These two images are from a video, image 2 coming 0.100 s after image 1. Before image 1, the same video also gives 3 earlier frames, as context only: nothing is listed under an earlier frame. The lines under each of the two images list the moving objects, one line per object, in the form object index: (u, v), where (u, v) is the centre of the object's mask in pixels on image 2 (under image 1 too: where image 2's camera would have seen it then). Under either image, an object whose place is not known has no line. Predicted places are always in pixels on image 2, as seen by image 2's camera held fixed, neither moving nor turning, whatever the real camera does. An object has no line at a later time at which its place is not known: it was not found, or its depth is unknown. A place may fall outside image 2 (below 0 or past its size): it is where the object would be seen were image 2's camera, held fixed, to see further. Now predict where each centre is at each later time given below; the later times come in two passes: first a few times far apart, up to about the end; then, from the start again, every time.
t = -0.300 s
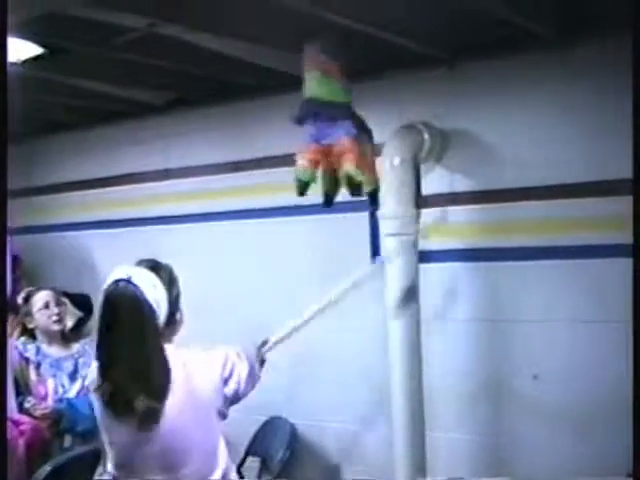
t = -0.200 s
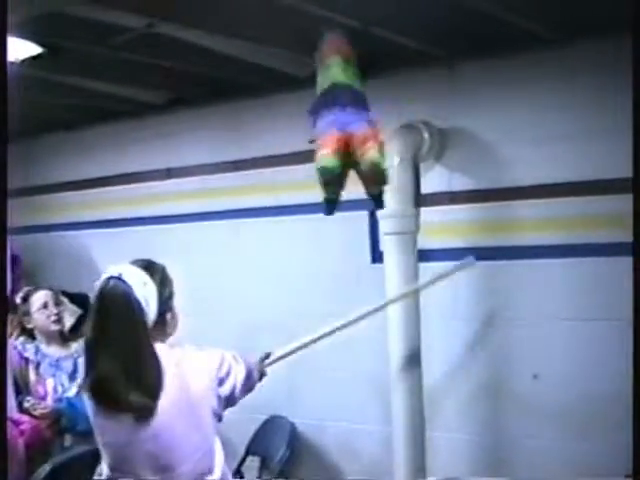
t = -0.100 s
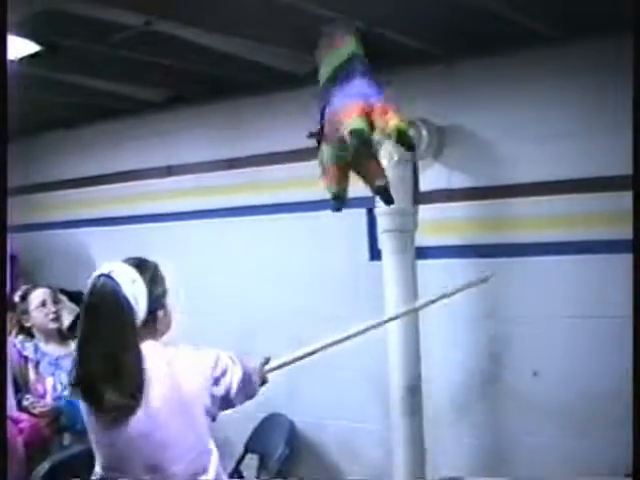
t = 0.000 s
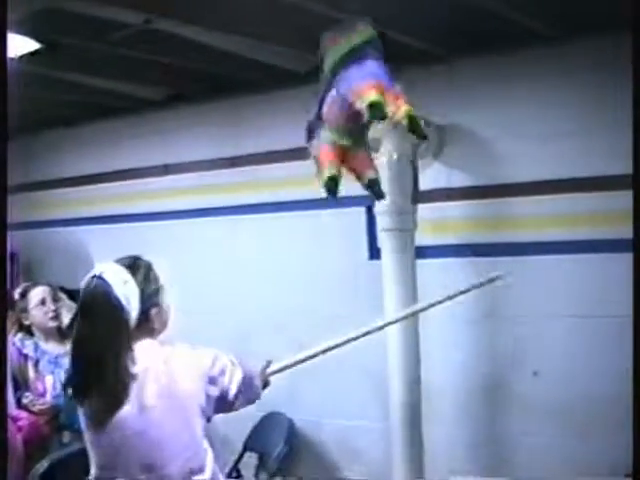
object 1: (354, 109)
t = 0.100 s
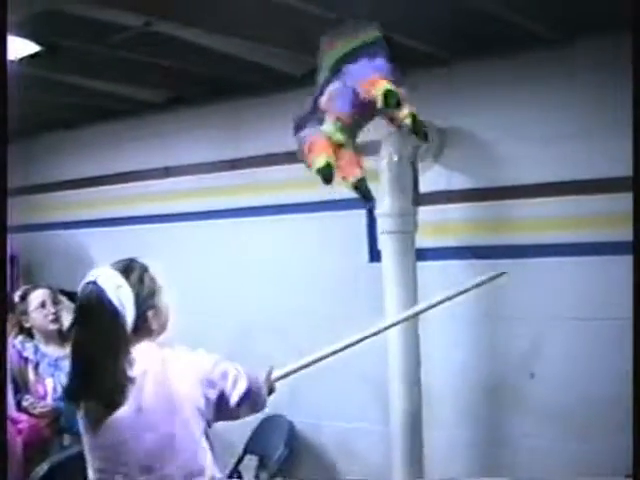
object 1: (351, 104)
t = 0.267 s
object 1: (338, 111)
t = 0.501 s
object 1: (319, 128)
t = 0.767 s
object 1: (322, 125)
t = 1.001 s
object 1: (346, 134)
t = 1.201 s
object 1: (354, 123)
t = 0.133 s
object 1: (348, 104)
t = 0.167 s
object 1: (346, 106)
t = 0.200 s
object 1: (343, 107)
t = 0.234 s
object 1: (341, 110)
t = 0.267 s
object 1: (338, 111)
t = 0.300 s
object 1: (336, 115)
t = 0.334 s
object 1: (333, 119)
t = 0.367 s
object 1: (330, 122)
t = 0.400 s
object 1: (327, 124)
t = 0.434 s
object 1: (324, 126)
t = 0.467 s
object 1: (322, 126)
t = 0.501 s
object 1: (319, 128)
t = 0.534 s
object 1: (319, 124)
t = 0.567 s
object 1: (315, 126)
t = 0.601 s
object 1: (315, 126)
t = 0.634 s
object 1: (315, 125)
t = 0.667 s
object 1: (316, 124)
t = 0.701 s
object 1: (318, 124)
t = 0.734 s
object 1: (321, 123)
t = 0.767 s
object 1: (322, 125)
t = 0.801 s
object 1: (326, 125)
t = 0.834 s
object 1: (328, 127)
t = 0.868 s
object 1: (332, 128)
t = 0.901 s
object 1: (336, 130)
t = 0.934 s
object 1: (340, 132)
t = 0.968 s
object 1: (343, 136)
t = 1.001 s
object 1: (346, 134)
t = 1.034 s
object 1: (349, 133)
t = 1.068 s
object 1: (352, 131)
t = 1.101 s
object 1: (353, 128)
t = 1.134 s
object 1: (354, 126)
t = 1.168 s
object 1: (355, 124)
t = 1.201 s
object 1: (354, 123)
